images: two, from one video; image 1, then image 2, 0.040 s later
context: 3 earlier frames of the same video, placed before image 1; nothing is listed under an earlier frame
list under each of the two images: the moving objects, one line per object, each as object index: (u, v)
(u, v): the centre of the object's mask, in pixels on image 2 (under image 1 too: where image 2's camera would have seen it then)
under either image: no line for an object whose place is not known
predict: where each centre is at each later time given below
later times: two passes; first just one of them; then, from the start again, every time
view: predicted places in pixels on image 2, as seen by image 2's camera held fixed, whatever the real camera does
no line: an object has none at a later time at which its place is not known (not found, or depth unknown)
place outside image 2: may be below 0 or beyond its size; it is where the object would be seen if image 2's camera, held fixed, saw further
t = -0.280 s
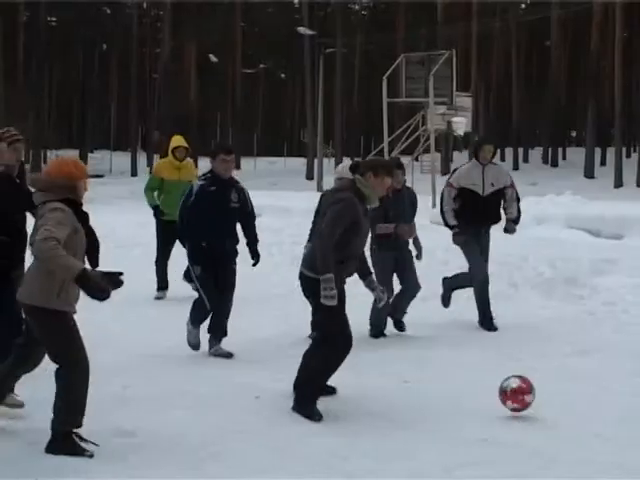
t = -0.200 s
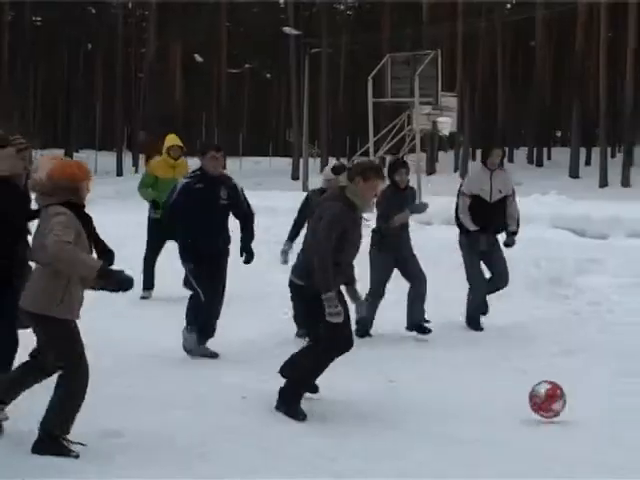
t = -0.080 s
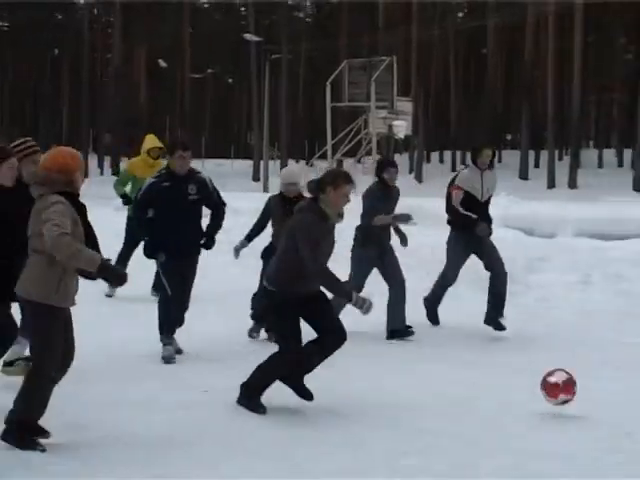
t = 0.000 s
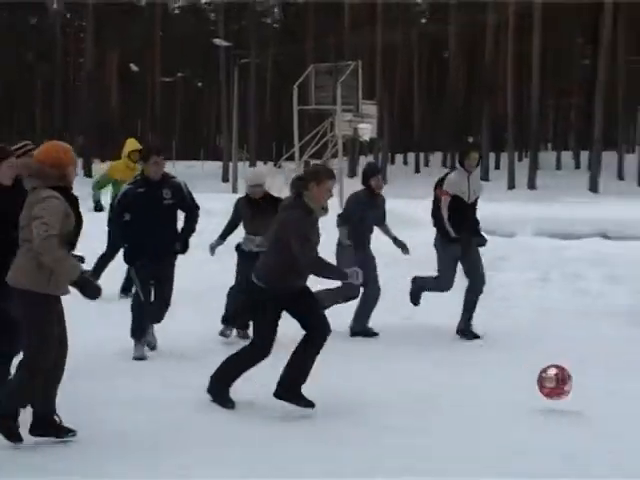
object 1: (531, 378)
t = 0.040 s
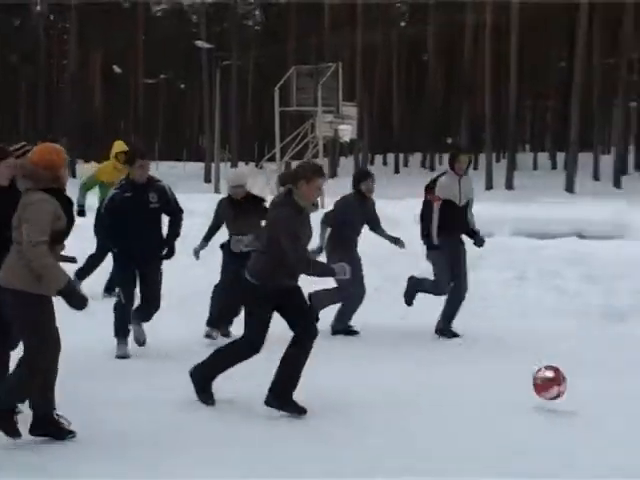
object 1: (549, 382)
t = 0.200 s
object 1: (625, 391)
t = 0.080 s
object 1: (567, 387)
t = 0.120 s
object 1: (587, 400)
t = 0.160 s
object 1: (606, 395)
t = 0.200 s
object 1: (625, 391)
